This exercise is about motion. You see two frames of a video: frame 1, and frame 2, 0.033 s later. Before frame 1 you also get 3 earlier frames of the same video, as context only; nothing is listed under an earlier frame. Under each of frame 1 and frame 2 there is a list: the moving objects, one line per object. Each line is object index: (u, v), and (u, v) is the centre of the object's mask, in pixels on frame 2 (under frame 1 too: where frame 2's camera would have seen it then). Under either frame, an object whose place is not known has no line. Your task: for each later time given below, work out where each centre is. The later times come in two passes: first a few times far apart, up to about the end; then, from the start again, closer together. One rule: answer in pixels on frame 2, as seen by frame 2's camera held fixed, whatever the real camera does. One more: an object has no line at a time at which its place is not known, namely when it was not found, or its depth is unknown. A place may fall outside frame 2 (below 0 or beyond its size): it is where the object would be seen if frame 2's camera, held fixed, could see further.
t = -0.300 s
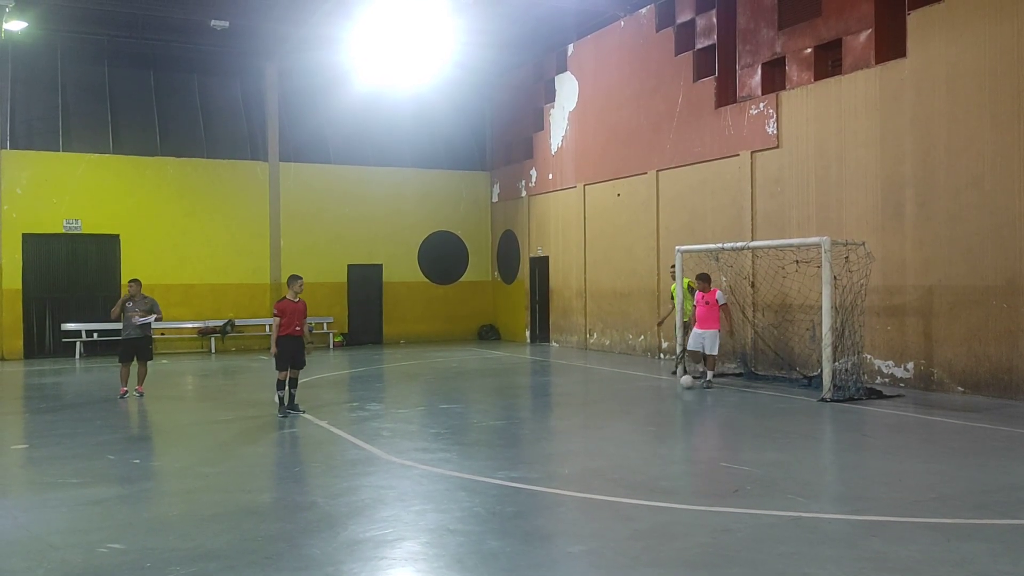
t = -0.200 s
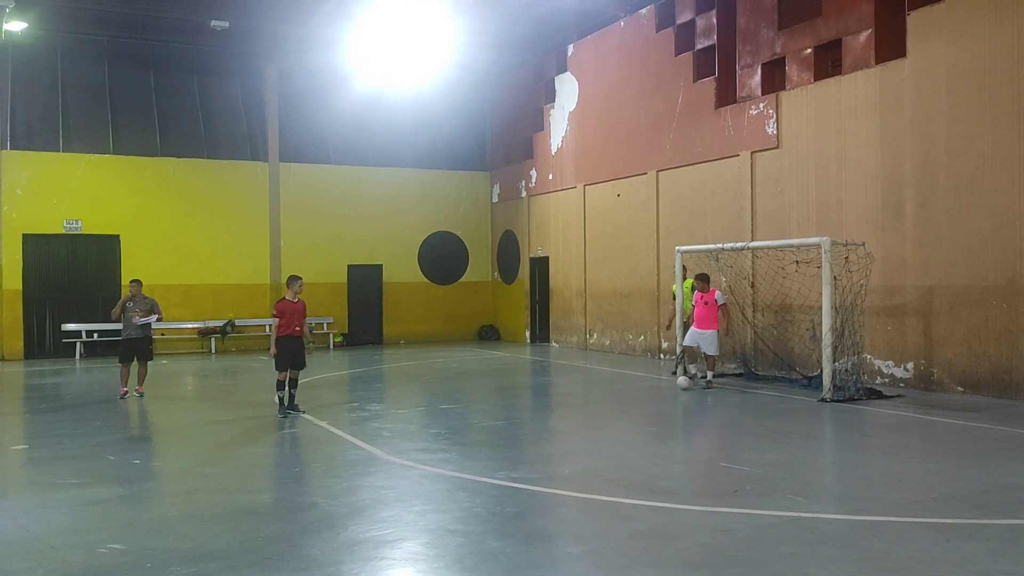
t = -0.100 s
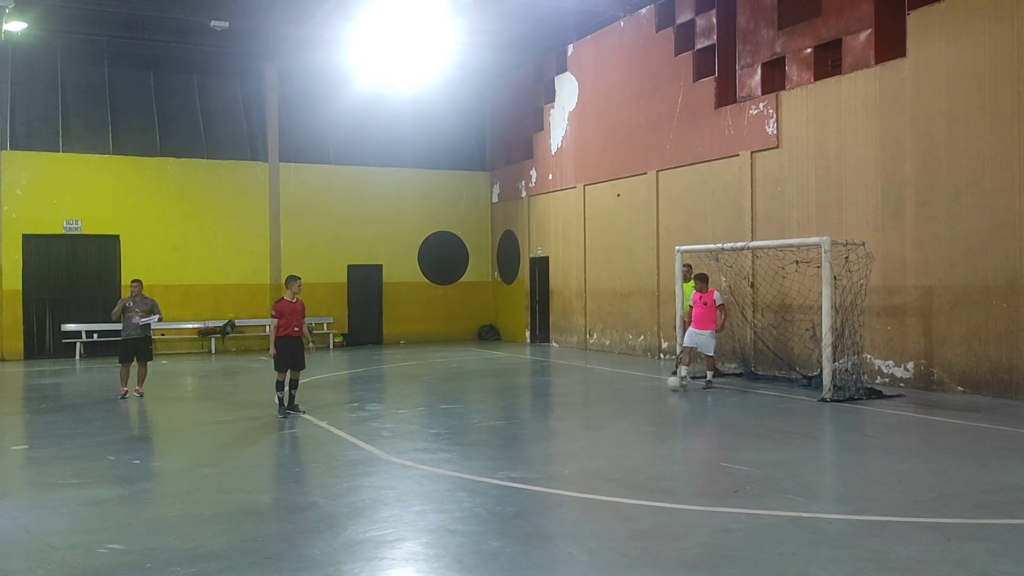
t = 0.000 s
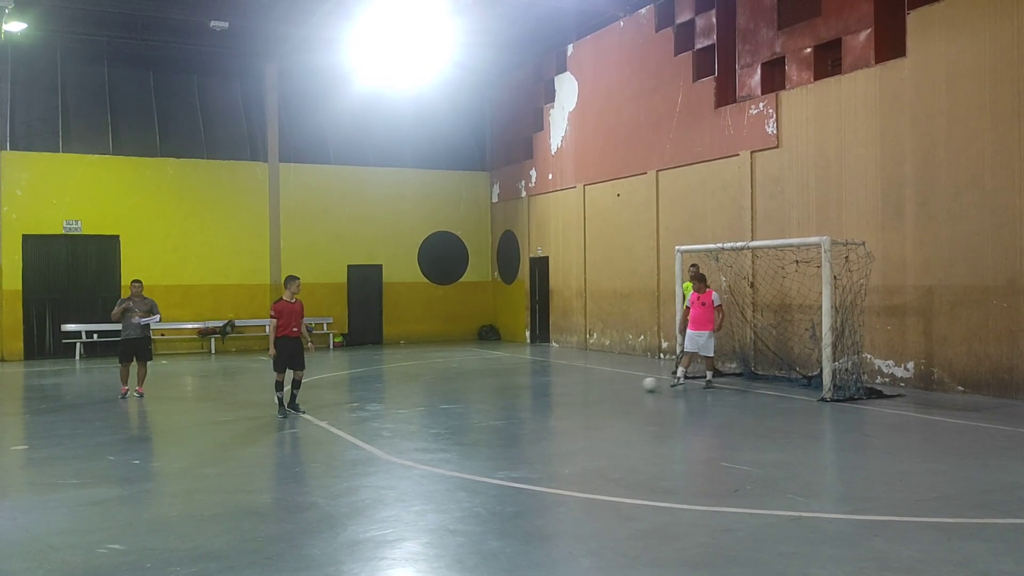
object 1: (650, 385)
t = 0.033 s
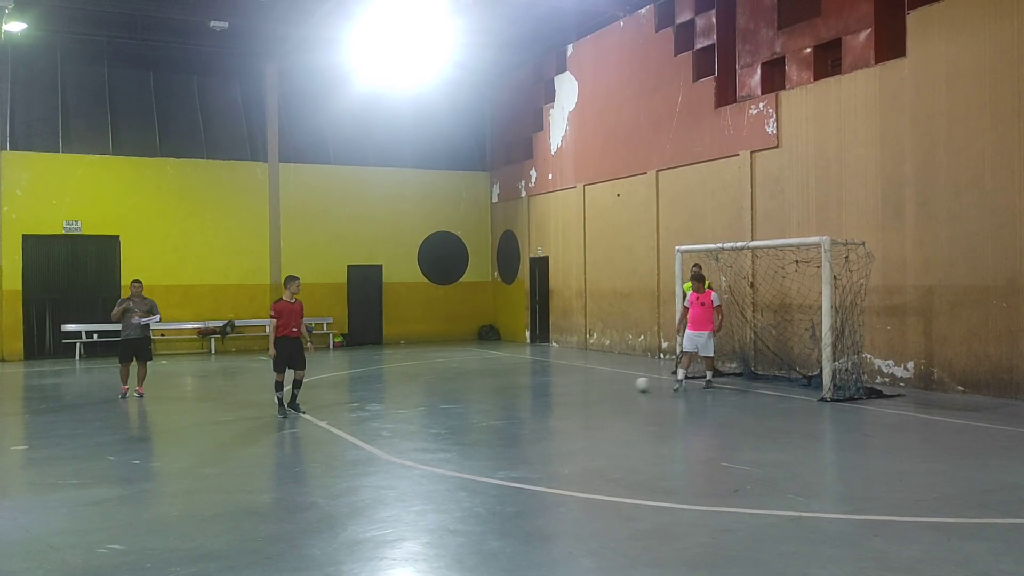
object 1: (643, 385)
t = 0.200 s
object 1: (610, 386)
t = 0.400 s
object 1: (577, 388)
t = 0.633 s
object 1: (538, 391)
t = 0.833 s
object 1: (505, 392)
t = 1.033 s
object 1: (472, 394)
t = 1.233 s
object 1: (438, 396)
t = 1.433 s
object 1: (404, 398)
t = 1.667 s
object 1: (364, 400)
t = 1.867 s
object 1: (330, 402)
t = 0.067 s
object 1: (635, 385)
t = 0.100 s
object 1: (628, 385)
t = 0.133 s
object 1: (622, 386)
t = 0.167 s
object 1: (616, 386)
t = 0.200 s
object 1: (610, 386)
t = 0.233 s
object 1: (604, 387)
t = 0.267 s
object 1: (599, 387)
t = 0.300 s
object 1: (593, 387)
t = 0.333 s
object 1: (588, 388)
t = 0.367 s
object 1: (582, 388)
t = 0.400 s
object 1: (577, 388)
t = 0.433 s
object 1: (571, 388)
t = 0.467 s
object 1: (566, 389)
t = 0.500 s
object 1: (560, 389)
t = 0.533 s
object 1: (554, 389)
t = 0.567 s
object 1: (549, 390)
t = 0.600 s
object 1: (543, 390)
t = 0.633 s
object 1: (538, 391)
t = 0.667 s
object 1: (533, 391)
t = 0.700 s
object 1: (528, 391)
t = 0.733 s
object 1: (522, 391)
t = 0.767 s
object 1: (516, 392)
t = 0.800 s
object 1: (510, 392)
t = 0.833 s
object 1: (505, 392)
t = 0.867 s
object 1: (499, 393)
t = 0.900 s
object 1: (494, 393)
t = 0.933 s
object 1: (489, 393)
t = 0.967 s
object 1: (483, 394)
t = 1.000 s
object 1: (478, 394)
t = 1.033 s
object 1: (472, 394)
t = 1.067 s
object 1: (466, 395)
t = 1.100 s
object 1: (460, 395)
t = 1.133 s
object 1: (455, 395)
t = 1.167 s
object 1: (450, 395)
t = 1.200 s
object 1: (443, 396)
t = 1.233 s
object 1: (438, 396)
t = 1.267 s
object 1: (433, 397)
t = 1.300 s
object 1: (427, 397)
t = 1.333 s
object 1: (421, 397)
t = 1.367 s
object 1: (415, 398)
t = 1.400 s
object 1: (410, 398)
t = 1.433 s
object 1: (404, 398)
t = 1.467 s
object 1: (398, 399)
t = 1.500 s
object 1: (393, 399)
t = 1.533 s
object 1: (387, 399)
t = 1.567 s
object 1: (381, 399)
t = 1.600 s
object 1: (376, 399)
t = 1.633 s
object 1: (370, 400)
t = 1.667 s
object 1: (364, 400)
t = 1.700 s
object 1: (359, 401)
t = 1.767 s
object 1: (347, 401)
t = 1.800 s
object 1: (342, 401)
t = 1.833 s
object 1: (336, 402)
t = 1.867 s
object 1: (330, 402)
